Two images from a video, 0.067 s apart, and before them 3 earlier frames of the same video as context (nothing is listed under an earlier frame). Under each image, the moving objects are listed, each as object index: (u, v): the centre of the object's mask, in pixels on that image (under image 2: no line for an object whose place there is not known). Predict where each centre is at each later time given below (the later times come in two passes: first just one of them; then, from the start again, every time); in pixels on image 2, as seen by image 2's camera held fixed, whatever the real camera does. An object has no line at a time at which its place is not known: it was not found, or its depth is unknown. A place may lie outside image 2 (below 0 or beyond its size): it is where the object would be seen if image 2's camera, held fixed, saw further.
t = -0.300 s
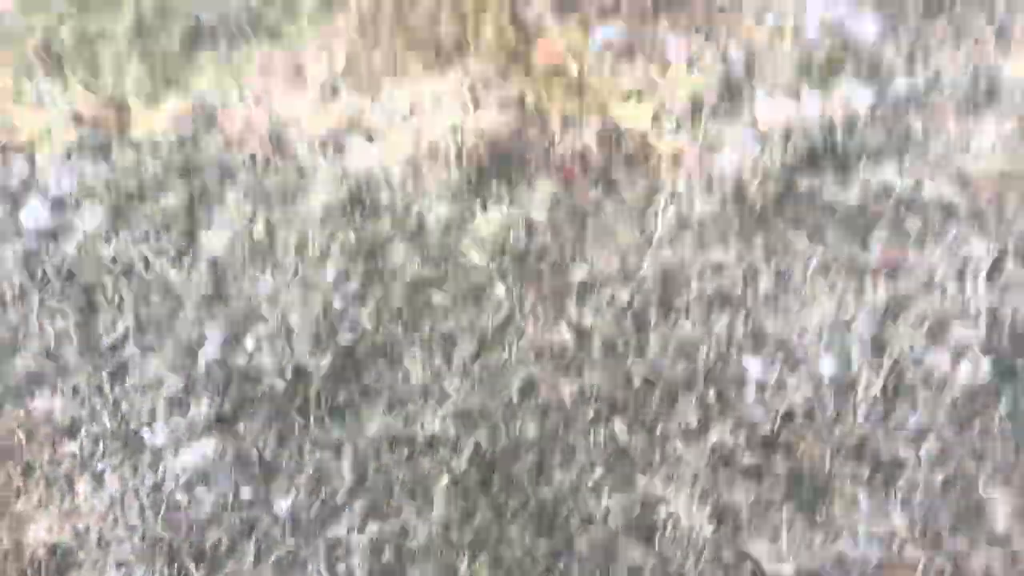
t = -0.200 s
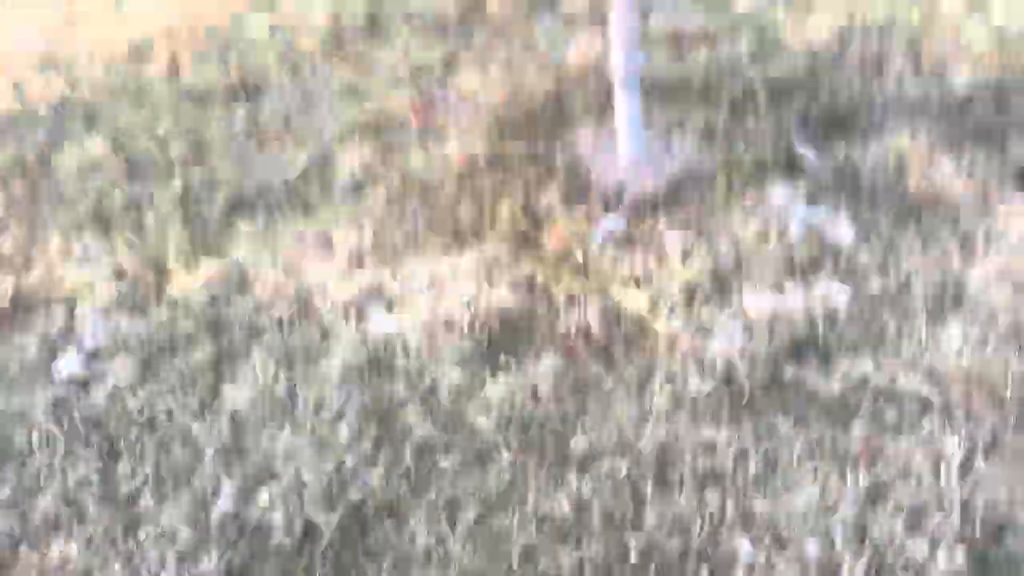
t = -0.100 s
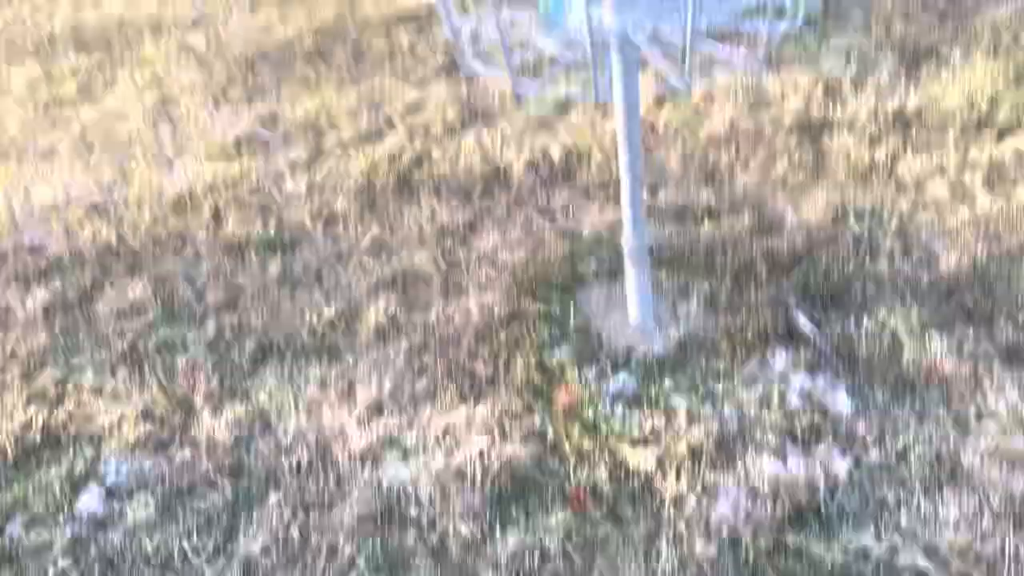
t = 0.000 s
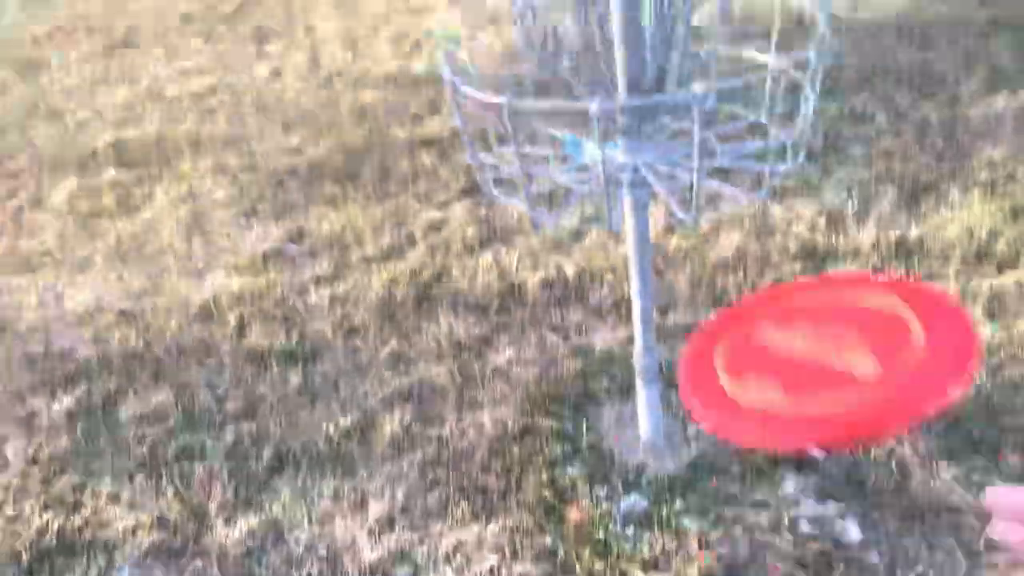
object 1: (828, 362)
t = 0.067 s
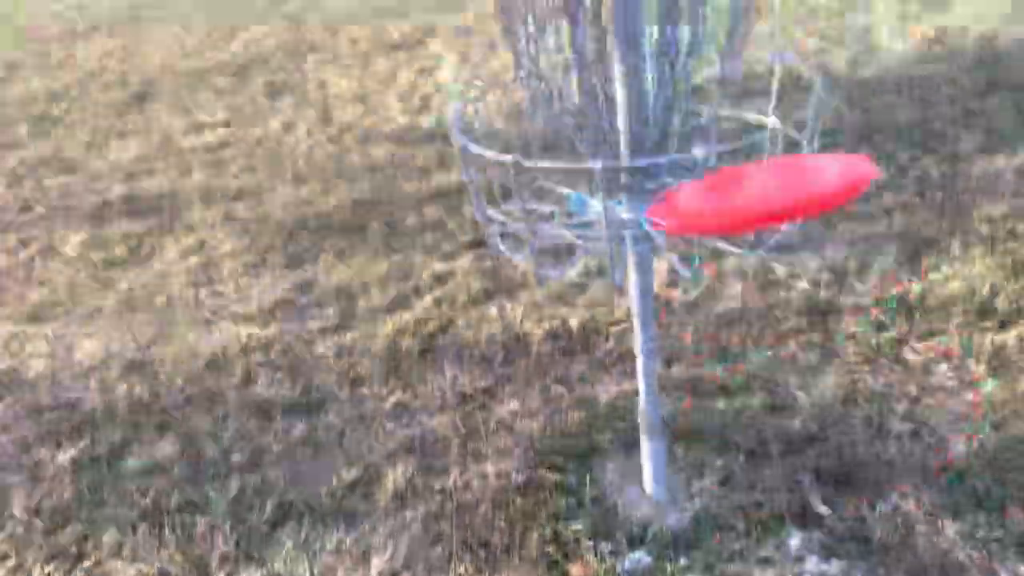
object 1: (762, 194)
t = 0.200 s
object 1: (692, 58)
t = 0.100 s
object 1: (738, 134)
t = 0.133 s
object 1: (720, 95)
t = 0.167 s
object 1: (704, 71)
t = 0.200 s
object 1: (692, 58)
